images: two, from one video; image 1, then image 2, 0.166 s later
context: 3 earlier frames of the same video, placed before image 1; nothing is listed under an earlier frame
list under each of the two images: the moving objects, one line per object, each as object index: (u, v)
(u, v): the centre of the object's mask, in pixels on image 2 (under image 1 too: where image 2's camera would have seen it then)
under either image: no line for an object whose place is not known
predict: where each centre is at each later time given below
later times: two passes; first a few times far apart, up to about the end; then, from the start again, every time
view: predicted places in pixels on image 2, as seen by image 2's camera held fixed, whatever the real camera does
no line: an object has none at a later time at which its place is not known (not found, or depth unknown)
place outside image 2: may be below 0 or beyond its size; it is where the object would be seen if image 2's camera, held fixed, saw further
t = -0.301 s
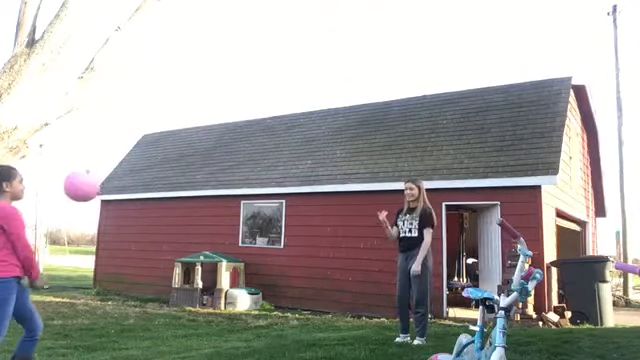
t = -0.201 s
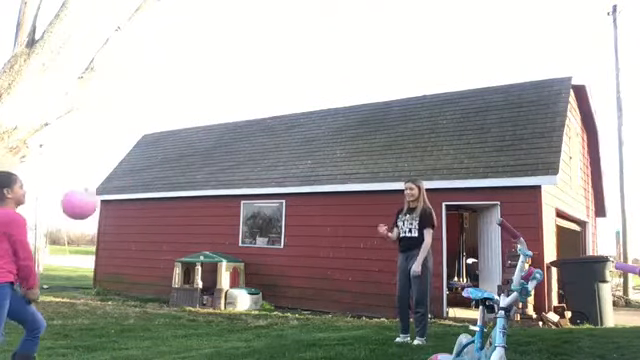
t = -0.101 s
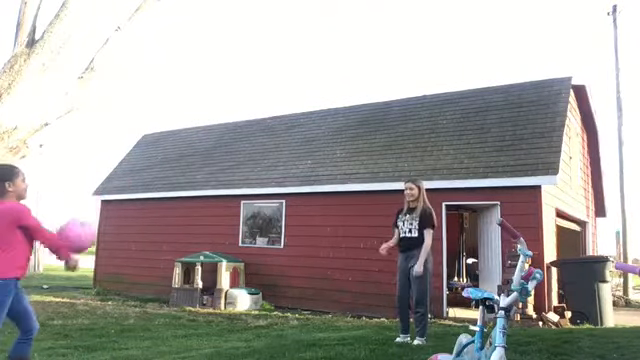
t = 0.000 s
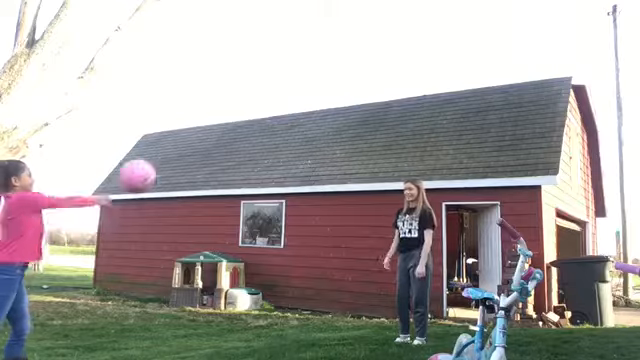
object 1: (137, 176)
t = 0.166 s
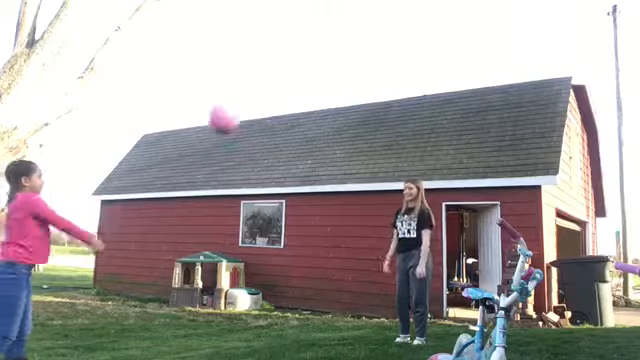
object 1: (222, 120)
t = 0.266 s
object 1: (266, 109)
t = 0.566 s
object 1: (379, 149)
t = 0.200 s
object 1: (237, 115)
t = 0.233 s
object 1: (252, 111)
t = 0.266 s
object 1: (266, 109)
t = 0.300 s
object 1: (281, 109)
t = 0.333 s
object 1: (294, 108)
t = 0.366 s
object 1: (306, 111)
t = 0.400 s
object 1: (319, 114)
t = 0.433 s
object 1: (333, 118)
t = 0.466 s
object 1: (345, 124)
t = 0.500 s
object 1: (357, 131)
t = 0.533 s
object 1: (367, 140)
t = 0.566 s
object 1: (379, 149)
